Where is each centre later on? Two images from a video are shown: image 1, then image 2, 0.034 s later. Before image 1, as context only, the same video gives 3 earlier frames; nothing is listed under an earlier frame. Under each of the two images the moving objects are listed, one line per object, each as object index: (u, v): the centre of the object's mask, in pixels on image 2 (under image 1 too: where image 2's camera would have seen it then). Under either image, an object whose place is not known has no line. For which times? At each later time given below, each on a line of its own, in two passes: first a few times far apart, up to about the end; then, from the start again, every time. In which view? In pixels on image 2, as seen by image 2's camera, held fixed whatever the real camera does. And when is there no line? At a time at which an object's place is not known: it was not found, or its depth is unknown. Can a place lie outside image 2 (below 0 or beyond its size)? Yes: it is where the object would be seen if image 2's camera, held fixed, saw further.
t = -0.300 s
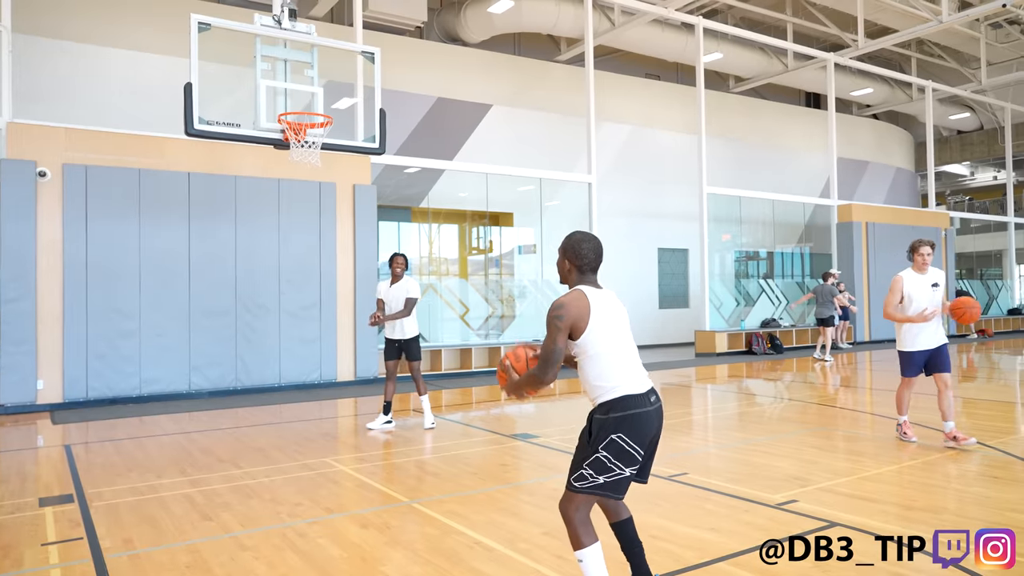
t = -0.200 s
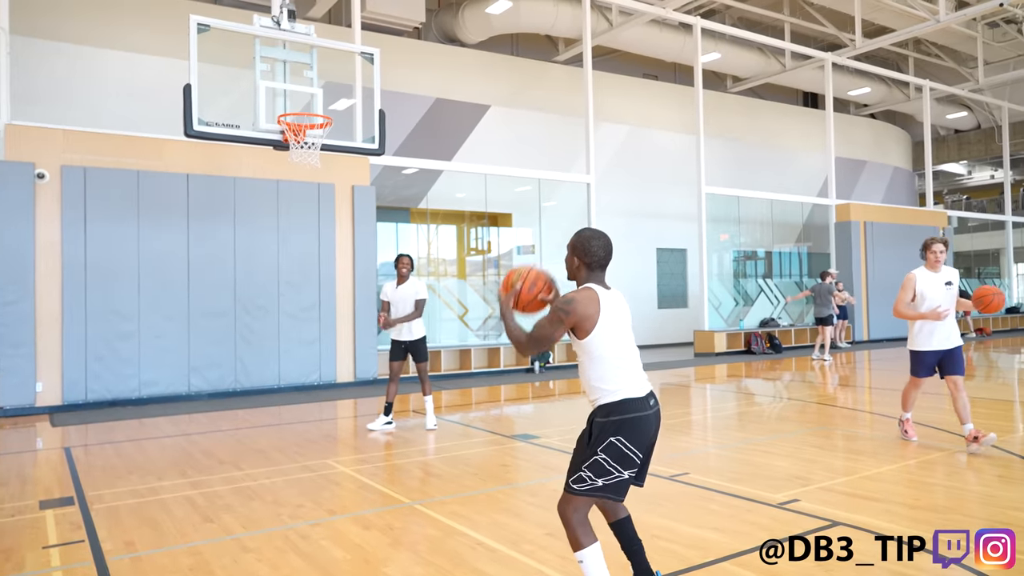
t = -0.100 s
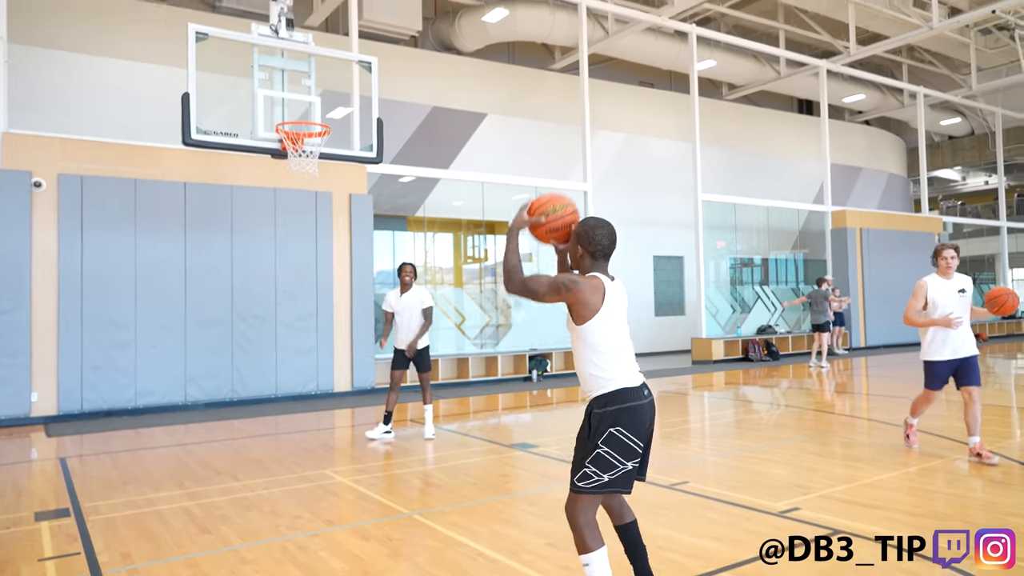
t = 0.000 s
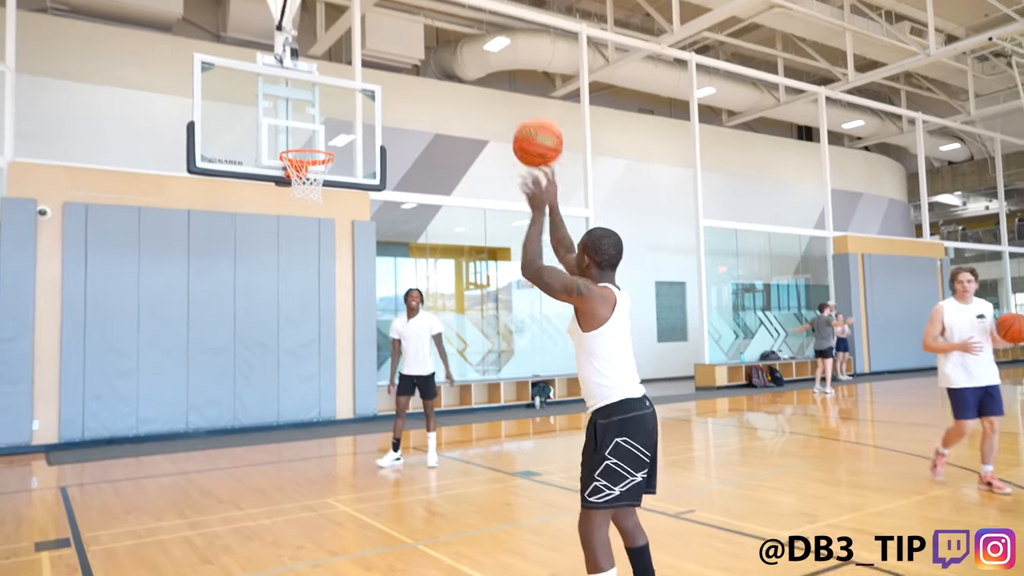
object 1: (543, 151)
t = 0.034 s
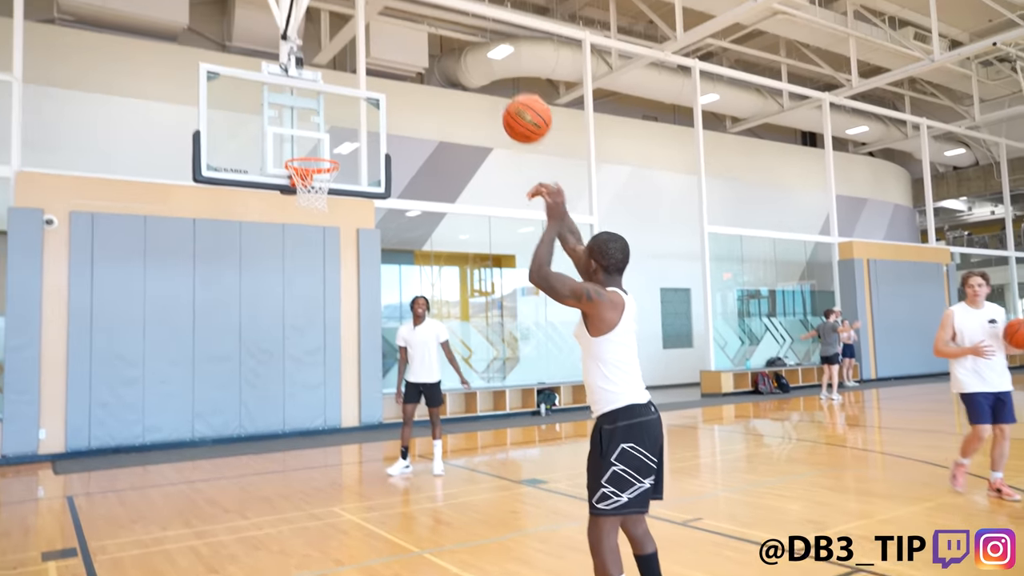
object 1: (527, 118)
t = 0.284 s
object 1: (440, -9)
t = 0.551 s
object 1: (379, -12)
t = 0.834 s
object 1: (333, 74)
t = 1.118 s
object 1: (304, 199)
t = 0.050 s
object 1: (519, 103)
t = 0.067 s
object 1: (512, 91)
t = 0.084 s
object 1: (505, 79)
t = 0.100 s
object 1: (499, 67)
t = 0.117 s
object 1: (493, 57)
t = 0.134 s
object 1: (486, 47)
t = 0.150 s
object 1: (480, 38)
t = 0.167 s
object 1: (475, 31)
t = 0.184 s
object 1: (469, 23)
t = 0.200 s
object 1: (464, 16)
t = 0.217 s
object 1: (459, 10)
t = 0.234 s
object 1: (454, 4)
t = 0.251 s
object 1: (449, -1)
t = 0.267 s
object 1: (445, -5)
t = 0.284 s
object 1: (440, -9)
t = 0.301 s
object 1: (436, -12)
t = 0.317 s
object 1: (431, -15)
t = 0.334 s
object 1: (427, -17)
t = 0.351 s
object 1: (423, -19)
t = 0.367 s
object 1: (419, -20)
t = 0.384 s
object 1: (415, -21)
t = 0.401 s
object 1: (411, -23)
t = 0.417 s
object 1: (407, -23)
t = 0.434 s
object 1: (403, -23)
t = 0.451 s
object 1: (399, -23)
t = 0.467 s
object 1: (395, -22)
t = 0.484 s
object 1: (392, -21)
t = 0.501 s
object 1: (388, -19)
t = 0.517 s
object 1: (385, -17)
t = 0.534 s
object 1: (382, -15)
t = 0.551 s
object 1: (379, -12)
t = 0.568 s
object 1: (375, -10)
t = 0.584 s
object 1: (372, -6)
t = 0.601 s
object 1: (369, -2)
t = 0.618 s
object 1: (366, 2)
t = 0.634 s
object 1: (363, 6)
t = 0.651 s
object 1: (360, 11)
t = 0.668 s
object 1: (357, 16)
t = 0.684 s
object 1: (355, 20)
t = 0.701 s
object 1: (352, 25)
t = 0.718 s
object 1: (350, 30)
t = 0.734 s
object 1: (347, 36)
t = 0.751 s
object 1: (345, 42)
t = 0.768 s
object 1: (342, 48)
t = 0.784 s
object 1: (340, 55)
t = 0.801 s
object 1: (337, 60)
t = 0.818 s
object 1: (336, 67)
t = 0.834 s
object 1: (333, 74)
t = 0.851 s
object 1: (331, 81)
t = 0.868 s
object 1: (329, 89)
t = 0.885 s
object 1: (328, 97)
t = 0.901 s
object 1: (327, 105)
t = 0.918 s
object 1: (325, 112)
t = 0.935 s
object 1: (323, 120)
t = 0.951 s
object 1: (321, 129)
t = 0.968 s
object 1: (318, 137)
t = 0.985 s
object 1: (317, 145)
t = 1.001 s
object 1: (315, 153)
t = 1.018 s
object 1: (313, 162)
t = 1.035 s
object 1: (310, 170)
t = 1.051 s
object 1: (309, 175)
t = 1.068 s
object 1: (308, 184)
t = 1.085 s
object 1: (306, 190)
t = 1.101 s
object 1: (304, 191)
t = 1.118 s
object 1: (304, 199)
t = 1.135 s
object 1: (301, 199)
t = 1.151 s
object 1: (300, 200)
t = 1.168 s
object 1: (300, 203)
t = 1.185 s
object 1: (299, 206)
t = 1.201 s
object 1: (298, 209)
